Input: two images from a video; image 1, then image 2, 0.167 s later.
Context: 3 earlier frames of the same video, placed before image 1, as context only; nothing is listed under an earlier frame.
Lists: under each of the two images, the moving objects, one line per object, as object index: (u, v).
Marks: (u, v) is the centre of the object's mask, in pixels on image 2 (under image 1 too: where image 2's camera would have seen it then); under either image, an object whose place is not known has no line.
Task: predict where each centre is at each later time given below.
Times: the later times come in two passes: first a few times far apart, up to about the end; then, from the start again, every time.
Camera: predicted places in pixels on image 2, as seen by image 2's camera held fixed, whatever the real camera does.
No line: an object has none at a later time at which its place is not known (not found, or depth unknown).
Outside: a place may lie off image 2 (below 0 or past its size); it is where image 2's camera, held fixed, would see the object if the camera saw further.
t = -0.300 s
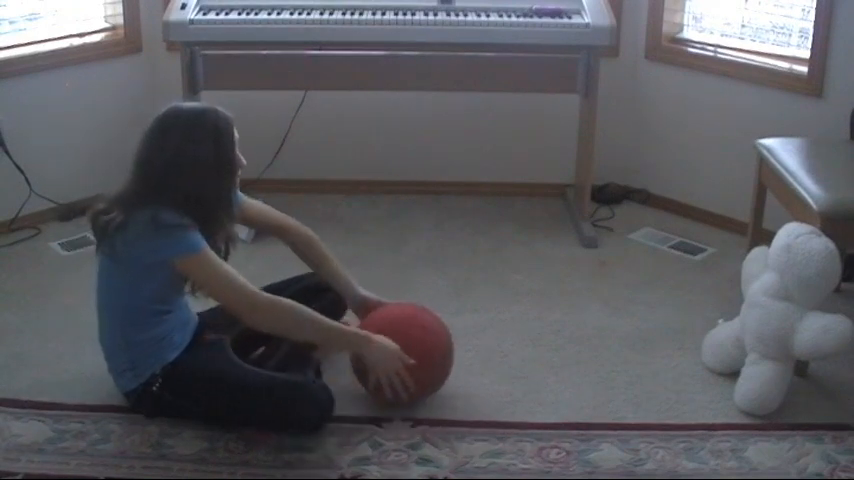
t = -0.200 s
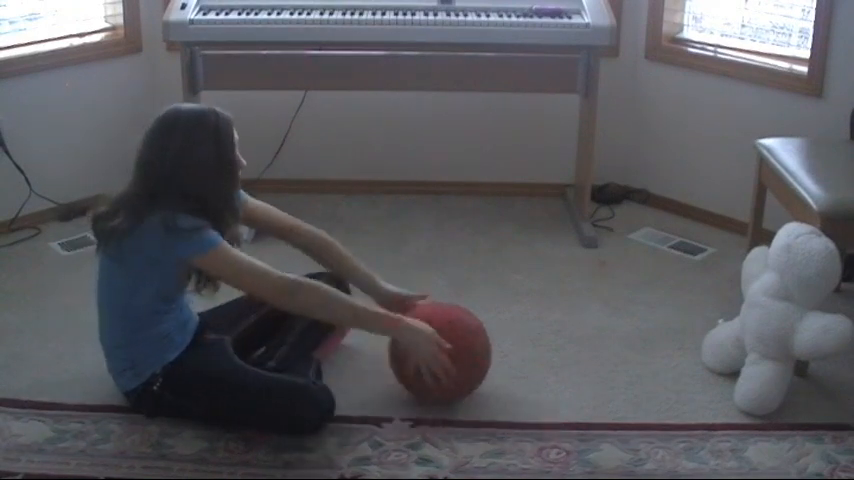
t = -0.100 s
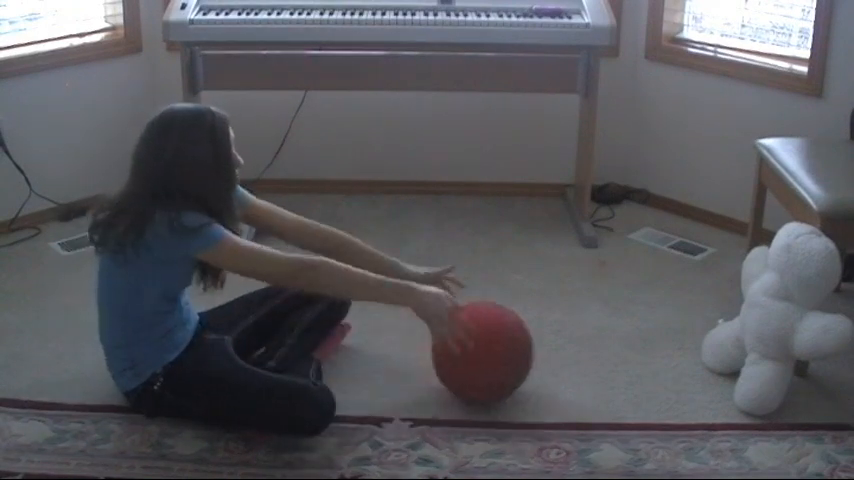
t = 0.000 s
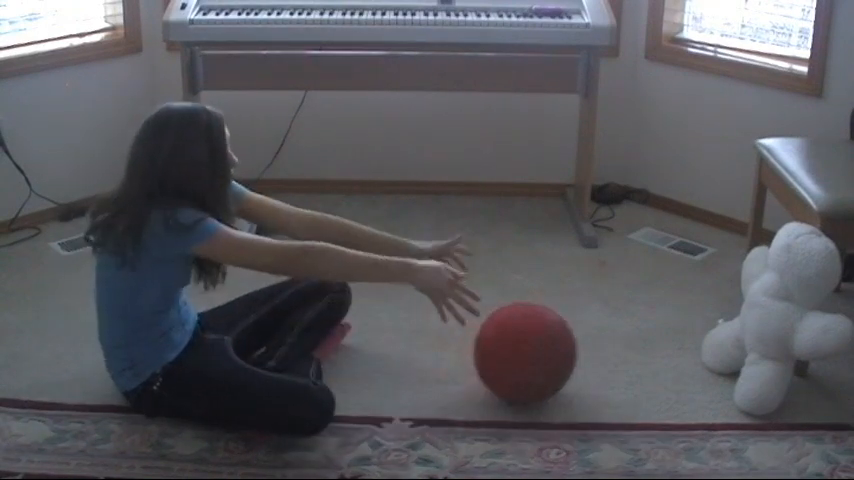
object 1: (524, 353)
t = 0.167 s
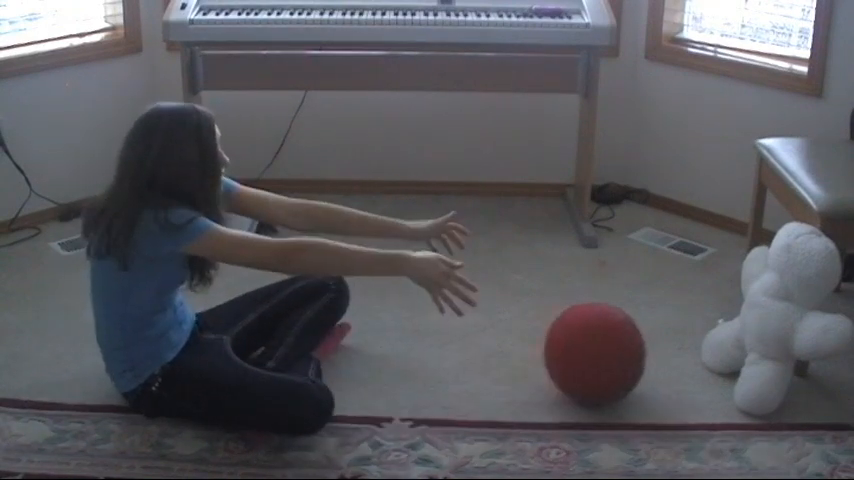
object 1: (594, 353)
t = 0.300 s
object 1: (645, 352)
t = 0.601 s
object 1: (717, 349)
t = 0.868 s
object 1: (688, 353)
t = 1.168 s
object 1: (660, 353)
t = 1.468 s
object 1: (637, 349)
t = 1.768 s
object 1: (614, 343)
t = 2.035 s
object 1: (592, 335)
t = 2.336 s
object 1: (575, 329)
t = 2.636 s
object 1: (569, 326)
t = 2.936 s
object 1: (571, 328)
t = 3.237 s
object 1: (578, 330)
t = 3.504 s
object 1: (584, 332)
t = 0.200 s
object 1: (607, 353)
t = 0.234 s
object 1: (620, 352)
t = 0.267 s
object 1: (633, 352)
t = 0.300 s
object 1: (645, 352)
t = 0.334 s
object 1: (657, 352)
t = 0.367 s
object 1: (669, 352)
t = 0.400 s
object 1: (681, 351)
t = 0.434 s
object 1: (693, 351)
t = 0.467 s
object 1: (704, 351)
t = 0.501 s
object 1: (712, 349)
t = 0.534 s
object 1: (717, 348)
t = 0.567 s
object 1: (718, 348)
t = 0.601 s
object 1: (717, 349)
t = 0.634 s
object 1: (714, 350)
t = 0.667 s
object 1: (711, 351)
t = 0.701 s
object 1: (707, 352)
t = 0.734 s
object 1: (703, 352)
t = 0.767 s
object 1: (700, 353)
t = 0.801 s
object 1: (696, 353)
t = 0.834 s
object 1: (692, 353)
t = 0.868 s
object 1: (688, 353)
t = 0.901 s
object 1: (684, 353)
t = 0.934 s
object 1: (681, 353)
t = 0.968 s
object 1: (678, 353)
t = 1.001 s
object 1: (674, 353)
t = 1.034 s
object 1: (671, 354)
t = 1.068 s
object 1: (668, 353)
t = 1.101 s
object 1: (665, 353)
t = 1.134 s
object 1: (662, 353)
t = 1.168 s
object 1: (660, 353)
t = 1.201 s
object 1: (657, 353)
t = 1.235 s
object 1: (654, 352)
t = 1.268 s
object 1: (651, 352)
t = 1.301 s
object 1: (649, 352)
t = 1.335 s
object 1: (646, 351)
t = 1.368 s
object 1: (644, 351)
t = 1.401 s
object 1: (641, 350)
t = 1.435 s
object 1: (639, 350)
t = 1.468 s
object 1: (637, 349)
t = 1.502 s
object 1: (634, 349)
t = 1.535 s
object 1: (632, 348)
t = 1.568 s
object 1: (629, 348)
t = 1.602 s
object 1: (627, 347)
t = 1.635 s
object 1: (624, 346)
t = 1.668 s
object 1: (622, 345)
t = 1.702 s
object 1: (619, 345)
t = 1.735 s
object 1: (616, 344)
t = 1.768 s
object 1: (614, 343)
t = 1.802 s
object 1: (611, 342)
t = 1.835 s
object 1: (608, 341)
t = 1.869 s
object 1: (605, 340)
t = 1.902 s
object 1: (603, 339)
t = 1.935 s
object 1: (600, 338)
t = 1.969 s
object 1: (597, 337)
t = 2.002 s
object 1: (595, 336)
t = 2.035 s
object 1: (592, 335)
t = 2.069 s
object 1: (590, 335)
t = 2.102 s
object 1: (588, 333)
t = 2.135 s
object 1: (585, 332)
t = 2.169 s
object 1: (583, 332)
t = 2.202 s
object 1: (581, 331)
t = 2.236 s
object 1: (579, 330)
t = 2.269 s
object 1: (578, 329)
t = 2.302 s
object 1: (576, 329)
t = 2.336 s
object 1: (575, 329)
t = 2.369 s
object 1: (574, 328)
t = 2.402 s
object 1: (572, 327)
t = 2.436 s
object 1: (571, 327)
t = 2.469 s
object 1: (571, 326)
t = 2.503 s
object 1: (570, 326)
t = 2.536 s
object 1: (569, 326)
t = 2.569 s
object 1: (569, 326)
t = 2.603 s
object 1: (569, 326)
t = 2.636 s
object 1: (569, 326)
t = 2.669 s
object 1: (569, 326)
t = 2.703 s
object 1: (568, 326)
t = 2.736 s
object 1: (569, 326)
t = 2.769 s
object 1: (569, 326)
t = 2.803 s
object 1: (569, 326)
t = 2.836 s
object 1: (570, 327)
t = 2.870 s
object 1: (570, 327)
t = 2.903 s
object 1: (571, 327)
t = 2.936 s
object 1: (571, 328)
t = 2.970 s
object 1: (572, 328)
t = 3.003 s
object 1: (573, 328)
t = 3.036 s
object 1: (573, 328)
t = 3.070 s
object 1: (574, 329)
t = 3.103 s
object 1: (575, 329)
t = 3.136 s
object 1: (576, 330)
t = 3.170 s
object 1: (577, 330)
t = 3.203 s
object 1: (577, 330)
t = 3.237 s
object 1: (578, 330)
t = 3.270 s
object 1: (579, 331)
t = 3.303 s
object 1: (580, 331)
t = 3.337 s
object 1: (580, 331)
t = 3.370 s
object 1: (581, 331)
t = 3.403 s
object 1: (582, 332)
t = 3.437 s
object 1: (583, 332)
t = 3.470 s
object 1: (583, 332)
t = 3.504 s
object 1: (584, 332)
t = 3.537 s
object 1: (584, 332)
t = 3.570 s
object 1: (585, 333)
